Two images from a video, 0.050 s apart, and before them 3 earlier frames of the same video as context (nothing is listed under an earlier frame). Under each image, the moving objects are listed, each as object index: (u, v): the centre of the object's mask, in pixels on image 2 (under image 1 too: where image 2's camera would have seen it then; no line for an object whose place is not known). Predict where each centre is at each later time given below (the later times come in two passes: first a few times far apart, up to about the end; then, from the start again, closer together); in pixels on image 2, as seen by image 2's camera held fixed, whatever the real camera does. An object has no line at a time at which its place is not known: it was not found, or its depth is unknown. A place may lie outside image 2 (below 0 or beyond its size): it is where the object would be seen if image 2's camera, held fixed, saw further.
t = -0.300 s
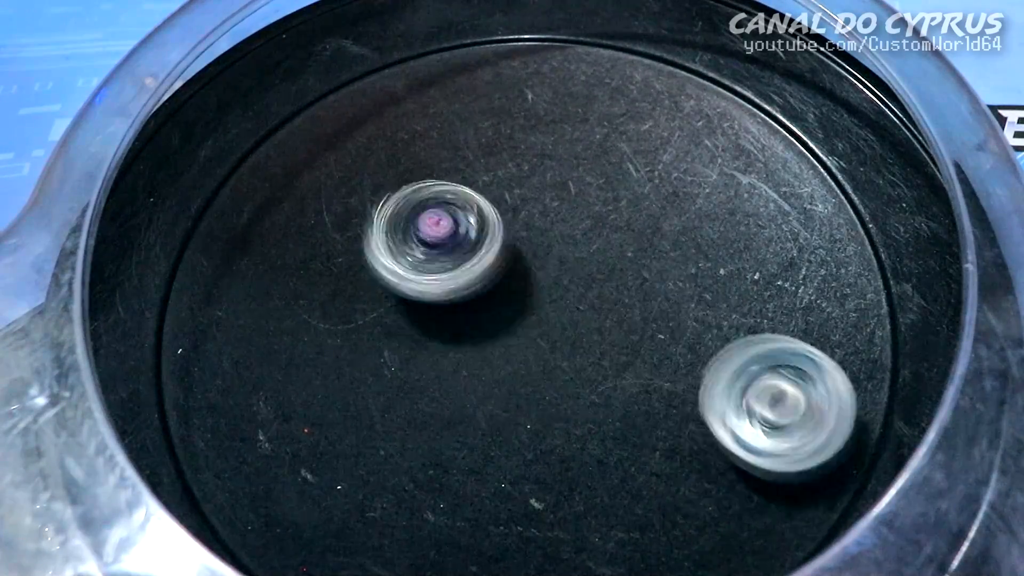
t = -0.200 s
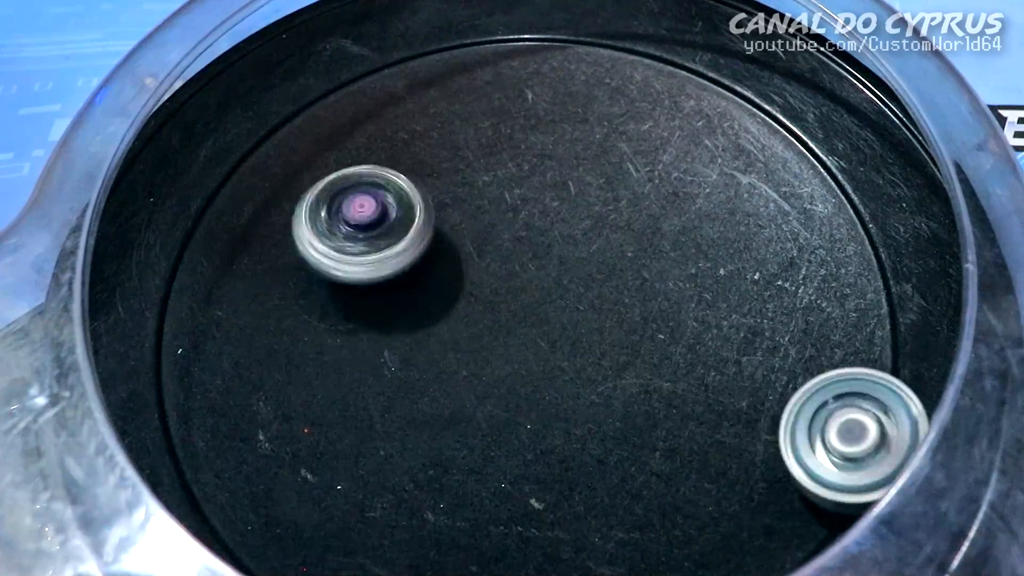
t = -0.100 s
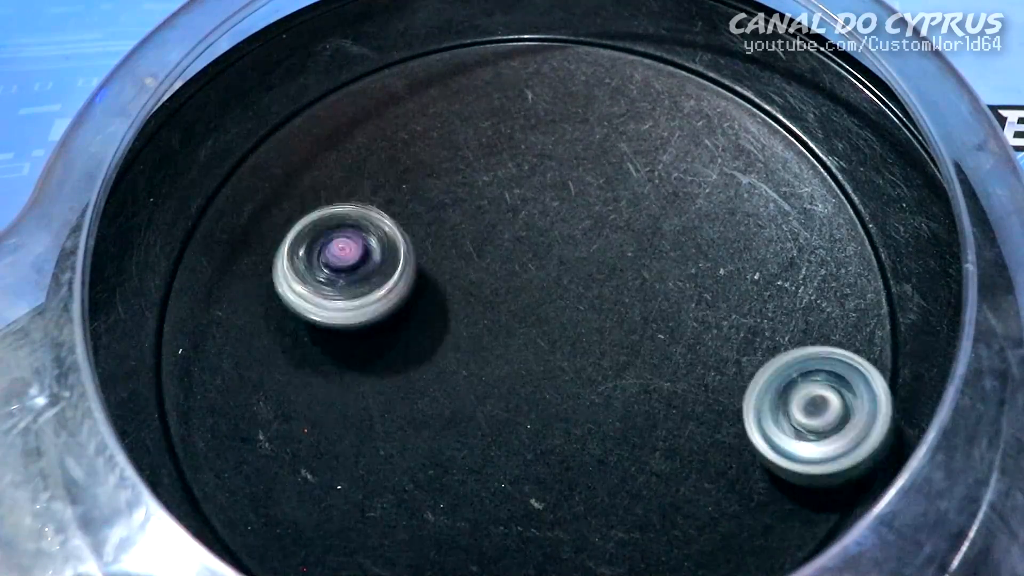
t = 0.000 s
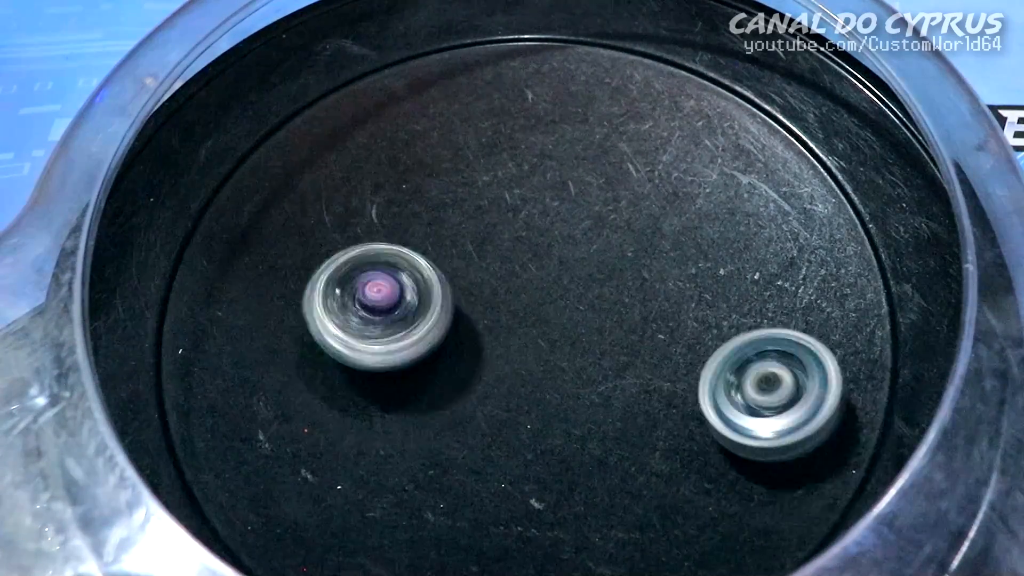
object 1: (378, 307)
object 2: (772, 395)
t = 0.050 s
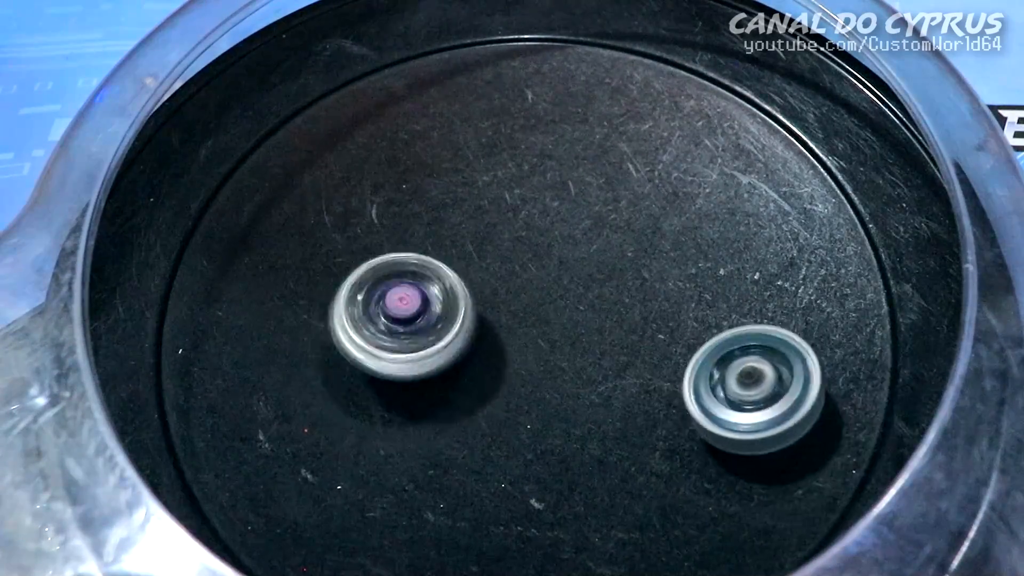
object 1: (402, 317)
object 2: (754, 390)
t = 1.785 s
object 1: (570, 311)
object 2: (397, 269)
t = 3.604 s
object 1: (433, 314)
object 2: (732, 340)
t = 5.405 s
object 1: (500, 196)
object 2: (511, 483)
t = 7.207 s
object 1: (544, 229)
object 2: (544, 452)
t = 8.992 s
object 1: (443, 337)
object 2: (571, 285)
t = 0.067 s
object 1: (410, 318)
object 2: (748, 389)
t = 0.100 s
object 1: (427, 323)
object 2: (739, 388)
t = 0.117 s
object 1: (435, 325)
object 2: (734, 388)
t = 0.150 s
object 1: (450, 326)
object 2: (723, 388)
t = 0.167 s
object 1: (456, 328)
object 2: (718, 387)
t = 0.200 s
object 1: (469, 330)
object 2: (706, 387)
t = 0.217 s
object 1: (474, 330)
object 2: (701, 387)
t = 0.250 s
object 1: (483, 333)
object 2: (689, 386)
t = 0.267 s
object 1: (488, 334)
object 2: (684, 386)
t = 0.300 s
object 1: (494, 335)
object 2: (673, 386)
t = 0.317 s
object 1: (495, 336)
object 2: (668, 387)
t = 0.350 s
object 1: (499, 335)
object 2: (659, 388)
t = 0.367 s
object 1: (498, 333)
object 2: (653, 388)
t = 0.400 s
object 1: (495, 328)
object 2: (642, 388)
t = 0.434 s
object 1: (491, 322)
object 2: (632, 390)
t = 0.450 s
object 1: (489, 319)
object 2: (625, 392)
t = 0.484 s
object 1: (484, 313)
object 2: (611, 395)
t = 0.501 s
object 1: (483, 311)
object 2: (604, 397)
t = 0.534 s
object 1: (480, 306)
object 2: (589, 400)
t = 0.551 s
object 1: (480, 303)
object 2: (582, 401)
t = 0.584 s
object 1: (482, 295)
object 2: (569, 402)
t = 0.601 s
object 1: (482, 291)
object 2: (563, 402)
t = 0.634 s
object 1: (485, 283)
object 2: (550, 402)
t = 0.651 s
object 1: (485, 280)
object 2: (544, 403)
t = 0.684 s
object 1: (486, 273)
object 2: (530, 404)
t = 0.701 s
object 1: (487, 271)
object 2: (523, 404)
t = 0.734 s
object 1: (490, 267)
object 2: (510, 405)
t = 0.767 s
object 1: (497, 265)
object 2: (498, 404)
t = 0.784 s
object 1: (501, 264)
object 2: (493, 403)
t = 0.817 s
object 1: (510, 262)
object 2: (482, 402)
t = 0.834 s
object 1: (515, 261)
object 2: (477, 401)
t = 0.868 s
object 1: (524, 259)
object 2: (467, 399)
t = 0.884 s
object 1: (527, 259)
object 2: (463, 398)
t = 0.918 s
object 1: (535, 260)
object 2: (454, 395)
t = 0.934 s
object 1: (538, 262)
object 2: (449, 394)
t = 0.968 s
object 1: (544, 268)
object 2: (443, 390)
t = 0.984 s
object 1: (547, 270)
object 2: (440, 387)
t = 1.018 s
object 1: (552, 276)
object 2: (433, 381)
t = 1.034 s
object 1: (554, 279)
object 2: (431, 379)
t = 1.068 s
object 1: (556, 284)
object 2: (426, 374)
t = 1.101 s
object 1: (555, 288)
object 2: (420, 369)
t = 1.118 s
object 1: (554, 290)
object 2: (417, 367)
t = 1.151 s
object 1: (550, 294)
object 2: (412, 363)
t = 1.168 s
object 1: (547, 296)
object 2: (409, 361)
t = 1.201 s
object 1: (542, 300)
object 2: (403, 356)
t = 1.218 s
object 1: (540, 301)
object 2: (400, 354)
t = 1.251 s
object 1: (538, 303)
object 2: (396, 350)
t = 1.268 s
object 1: (536, 303)
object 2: (394, 347)
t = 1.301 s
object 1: (534, 301)
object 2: (391, 342)
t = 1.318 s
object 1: (533, 300)
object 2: (390, 340)
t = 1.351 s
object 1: (530, 297)
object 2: (388, 336)
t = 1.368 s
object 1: (529, 295)
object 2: (387, 334)
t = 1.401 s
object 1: (528, 293)
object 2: (384, 329)
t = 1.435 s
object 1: (529, 292)
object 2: (383, 325)
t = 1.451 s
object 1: (531, 292)
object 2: (382, 322)
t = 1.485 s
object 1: (535, 291)
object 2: (382, 317)
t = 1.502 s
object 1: (538, 291)
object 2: (382, 315)
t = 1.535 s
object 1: (544, 290)
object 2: (384, 310)
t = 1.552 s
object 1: (546, 290)
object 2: (385, 308)
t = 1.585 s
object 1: (550, 290)
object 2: (385, 303)
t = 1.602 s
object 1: (551, 290)
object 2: (385, 300)
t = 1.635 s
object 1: (554, 293)
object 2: (386, 294)
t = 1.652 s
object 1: (556, 295)
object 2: (387, 290)
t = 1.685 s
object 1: (560, 299)
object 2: (388, 284)
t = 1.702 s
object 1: (562, 301)
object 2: (390, 281)
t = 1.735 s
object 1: (566, 306)
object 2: (394, 276)
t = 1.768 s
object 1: (569, 310)
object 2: (396, 271)
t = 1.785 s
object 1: (570, 311)
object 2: (397, 269)
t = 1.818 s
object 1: (570, 315)
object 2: (401, 263)
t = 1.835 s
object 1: (570, 318)
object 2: (403, 260)
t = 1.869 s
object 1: (569, 323)
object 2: (406, 255)
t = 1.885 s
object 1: (569, 325)
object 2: (408, 253)
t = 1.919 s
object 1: (568, 330)
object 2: (413, 248)
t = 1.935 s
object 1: (568, 333)
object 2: (416, 246)
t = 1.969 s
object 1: (567, 336)
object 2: (419, 242)
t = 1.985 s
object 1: (567, 337)
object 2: (422, 240)
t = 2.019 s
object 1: (564, 339)
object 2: (427, 234)
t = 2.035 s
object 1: (563, 340)
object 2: (429, 232)
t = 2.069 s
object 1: (559, 343)
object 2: (434, 229)
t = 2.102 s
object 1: (555, 346)
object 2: (440, 225)
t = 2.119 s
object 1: (552, 347)
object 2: (442, 224)
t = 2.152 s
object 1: (549, 349)
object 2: (448, 222)
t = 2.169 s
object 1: (548, 350)
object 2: (451, 221)
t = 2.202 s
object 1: (545, 350)
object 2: (457, 218)
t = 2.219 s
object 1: (544, 350)
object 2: (461, 216)
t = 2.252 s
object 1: (540, 350)
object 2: (469, 215)
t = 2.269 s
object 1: (538, 350)
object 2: (473, 213)
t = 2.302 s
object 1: (534, 350)
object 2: (481, 212)
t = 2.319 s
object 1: (533, 351)
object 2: (485, 211)
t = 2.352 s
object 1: (530, 351)
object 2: (494, 211)
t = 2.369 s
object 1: (529, 351)
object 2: (498, 210)
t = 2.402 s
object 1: (527, 351)
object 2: (506, 209)
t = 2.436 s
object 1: (525, 350)
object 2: (515, 209)
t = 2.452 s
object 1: (523, 349)
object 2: (519, 209)
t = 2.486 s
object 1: (519, 348)
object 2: (528, 210)
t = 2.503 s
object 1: (517, 347)
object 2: (533, 211)
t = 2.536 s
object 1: (513, 347)
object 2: (542, 213)
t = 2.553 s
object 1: (511, 347)
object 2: (546, 214)
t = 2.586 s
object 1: (508, 346)
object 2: (554, 217)
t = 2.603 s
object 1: (507, 345)
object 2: (558, 218)
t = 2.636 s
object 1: (505, 341)
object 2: (566, 220)
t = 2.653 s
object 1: (504, 340)
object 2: (569, 222)
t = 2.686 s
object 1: (503, 336)
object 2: (577, 226)
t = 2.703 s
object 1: (501, 334)
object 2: (580, 227)
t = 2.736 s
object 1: (500, 332)
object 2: (586, 231)
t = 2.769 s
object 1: (501, 331)
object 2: (592, 235)
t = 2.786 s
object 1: (502, 330)
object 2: (595, 236)
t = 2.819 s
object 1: (503, 327)
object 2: (602, 240)
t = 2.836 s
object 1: (505, 327)
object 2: (604, 242)
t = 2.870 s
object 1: (505, 325)
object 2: (611, 246)
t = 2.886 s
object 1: (499, 326)
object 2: (619, 244)
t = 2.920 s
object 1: (488, 330)
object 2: (633, 244)
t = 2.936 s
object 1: (484, 332)
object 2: (638, 245)
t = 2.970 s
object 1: (479, 334)
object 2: (645, 247)
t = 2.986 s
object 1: (477, 334)
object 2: (648, 248)
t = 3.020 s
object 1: (476, 333)
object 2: (651, 251)
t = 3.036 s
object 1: (476, 331)
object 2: (653, 253)
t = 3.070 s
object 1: (477, 329)
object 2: (655, 257)
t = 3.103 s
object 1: (480, 326)
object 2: (656, 261)
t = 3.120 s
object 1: (481, 326)
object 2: (657, 263)
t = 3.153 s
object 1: (485, 325)
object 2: (657, 267)
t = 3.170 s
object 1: (487, 324)
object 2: (658, 269)
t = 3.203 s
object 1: (493, 324)
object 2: (658, 274)
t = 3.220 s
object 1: (496, 324)
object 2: (658, 276)
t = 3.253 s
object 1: (501, 323)
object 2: (657, 282)
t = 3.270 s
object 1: (503, 323)
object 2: (657, 285)
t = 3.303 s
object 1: (507, 324)
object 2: (656, 291)
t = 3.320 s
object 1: (508, 324)
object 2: (655, 294)
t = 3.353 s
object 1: (510, 324)
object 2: (652, 300)
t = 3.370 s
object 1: (511, 324)
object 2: (652, 304)
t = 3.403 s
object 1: (486, 324)
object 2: (682, 308)
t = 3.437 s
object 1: (459, 325)
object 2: (712, 316)
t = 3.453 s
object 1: (449, 324)
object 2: (722, 319)
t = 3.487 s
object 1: (435, 322)
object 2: (733, 325)
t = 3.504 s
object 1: (430, 319)
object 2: (736, 327)
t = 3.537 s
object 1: (426, 317)
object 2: (738, 332)
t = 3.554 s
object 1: (426, 316)
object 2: (738, 334)
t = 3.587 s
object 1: (430, 314)
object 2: (734, 338)
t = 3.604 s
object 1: (433, 314)
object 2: (732, 340)
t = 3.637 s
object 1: (442, 314)
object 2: (727, 342)
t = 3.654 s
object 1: (446, 314)
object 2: (725, 343)
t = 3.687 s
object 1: (456, 315)
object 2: (720, 346)
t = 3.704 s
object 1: (460, 316)
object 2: (717, 347)
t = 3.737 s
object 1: (469, 319)
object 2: (710, 350)
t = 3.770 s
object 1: (477, 322)
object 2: (704, 353)
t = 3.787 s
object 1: (482, 324)
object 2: (700, 354)
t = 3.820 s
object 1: (488, 328)
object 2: (692, 356)
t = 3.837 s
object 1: (491, 330)
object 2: (688, 357)
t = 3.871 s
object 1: (495, 333)
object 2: (681, 359)
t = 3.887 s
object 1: (496, 334)
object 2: (676, 361)
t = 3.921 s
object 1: (498, 336)
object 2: (668, 364)
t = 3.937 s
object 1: (498, 338)
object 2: (663, 365)
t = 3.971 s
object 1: (499, 338)
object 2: (654, 369)
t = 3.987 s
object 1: (499, 339)
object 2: (649, 371)
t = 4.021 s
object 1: (499, 337)
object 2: (639, 374)
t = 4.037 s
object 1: (497, 336)
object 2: (635, 376)
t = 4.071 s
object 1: (488, 331)
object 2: (636, 384)
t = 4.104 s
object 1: (481, 326)
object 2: (630, 389)
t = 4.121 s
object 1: (479, 324)
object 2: (627, 391)
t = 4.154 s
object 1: (477, 319)
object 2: (618, 394)
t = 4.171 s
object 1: (477, 317)
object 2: (614, 395)
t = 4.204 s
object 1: (477, 312)
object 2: (604, 396)
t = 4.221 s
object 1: (477, 310)
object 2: (599, 397)
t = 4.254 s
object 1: (479, 308)
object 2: (589, 397)
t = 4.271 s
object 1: (480, 306)
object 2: (585, 398)
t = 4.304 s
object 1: (480, 301)
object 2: (581, 408)
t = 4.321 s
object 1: (473, 288)
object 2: (588, 425)
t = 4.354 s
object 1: (462, 264)
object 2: (596, 450)
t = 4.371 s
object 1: (459, 255)
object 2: (598, 460)
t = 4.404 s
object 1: (454, 243)
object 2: (596, 472)
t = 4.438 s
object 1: (453, 234)
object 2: (591, 478)
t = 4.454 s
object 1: (455, 232)
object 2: (587, 479)
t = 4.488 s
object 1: (458, 232)
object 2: (581, 478)
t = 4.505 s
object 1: (462, 233)
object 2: (579, 477)
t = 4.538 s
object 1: (466, 238)
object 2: (573, 474)
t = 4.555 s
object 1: (469, 241)
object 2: (570, 472)
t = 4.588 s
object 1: (472, 249)
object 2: (564, 469)
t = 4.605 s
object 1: (475, 253)
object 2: (560, 466)
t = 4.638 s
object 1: (478, 262)
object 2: (554, 461)
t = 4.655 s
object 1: (480, 265)
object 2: (551, 457)
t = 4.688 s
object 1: (482, 275)
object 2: (543, 451)
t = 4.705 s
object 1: (483, 278)
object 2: (540, 447)
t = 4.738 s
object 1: (484, 286)
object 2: (533, 439)
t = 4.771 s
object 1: (483, 291)
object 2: (528, 433)
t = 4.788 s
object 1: (482, 293)
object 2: (525, 430)
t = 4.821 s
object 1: (481, 296)
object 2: (518, 424)
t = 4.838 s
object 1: (480, 297)
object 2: (515, 422)
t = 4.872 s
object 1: (479, 295)
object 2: (505, 422)
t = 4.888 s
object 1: (480, 272)
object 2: (501, 450)
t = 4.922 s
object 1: (485, 212)
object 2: (490, 514)
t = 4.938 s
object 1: (491, 187)
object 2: (485, 531)
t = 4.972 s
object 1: (499, 138)
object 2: (476, 550)
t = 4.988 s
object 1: (503, 117)
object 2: (472, 556)
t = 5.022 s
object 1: (512, 82)
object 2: (473, 562)
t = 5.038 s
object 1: (515, 67)
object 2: (473, 562)
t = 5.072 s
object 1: (522, 49)
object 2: (475, 561)
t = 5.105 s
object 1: (527, 43)
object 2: (482, 558)
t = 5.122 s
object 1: (528, 43)
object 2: (485, 557)
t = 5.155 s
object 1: (527, 47)
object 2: (491, 553)
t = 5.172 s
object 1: (526, 51)
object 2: (494, 550)
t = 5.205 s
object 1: (519, 64)
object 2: (500, 546)
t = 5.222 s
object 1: (516, 73)
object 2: (502, 542)
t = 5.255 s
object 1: (511, 93)
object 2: (506, 537)
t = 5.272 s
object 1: (508, 104)
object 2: (508, 533)
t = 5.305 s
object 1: (505, 127)
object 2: (510, 525)
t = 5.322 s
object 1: (503, 140)
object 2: (511, 520)
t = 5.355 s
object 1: (501, 163)
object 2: (511, 509)
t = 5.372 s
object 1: (500, 175)
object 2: (512, 501)
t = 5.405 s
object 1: (500, 196)
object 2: (511, 483)
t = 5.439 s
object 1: (500, 215)
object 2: (511, 466)
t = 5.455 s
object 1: (499, 225)
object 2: (509, 458)
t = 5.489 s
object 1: (500, 240)
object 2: (508, 443)
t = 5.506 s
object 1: (501, 248)
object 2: (505, 435)
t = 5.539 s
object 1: (502, 261)
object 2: (502, 421)
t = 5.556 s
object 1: (503, 268)
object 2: (500, 413)
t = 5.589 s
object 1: (505, 277)
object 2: (495, 401)
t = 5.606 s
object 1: (509, 273)
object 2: (487, 410)
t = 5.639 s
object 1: (521, 247)
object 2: (470, 439)
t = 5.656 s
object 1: (528, 236)
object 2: (463, 449)
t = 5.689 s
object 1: (541, 219)
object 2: (452, 461)
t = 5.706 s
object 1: (545, 211)
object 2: (450, 463)
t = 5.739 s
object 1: (554, 203)
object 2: (448, 459)
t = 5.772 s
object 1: (560, 200)
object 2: (451, 451)
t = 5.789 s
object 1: (563, 201)
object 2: (452, 445)
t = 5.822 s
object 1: (567, 203)
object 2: (458, 435)
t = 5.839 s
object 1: (569, 205)
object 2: (460, 429)
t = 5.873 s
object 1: (572, 212)
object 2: (467, 419)
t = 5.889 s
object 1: (572, 215)
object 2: (469, 413)
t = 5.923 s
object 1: (573, 223)
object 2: (474, 402)
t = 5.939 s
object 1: (572, 228)
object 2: (477, 396)
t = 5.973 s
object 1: (569, 237)
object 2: (483, 386)
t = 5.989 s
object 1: (567, 241)
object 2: (486, 380)
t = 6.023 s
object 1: (563, 249)
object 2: (489, 370)
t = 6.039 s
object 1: (561, 253)
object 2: (491, 365)
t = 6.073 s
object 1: (573, 239)
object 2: (465, 385)
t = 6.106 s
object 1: (599, 212)
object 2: (426, 418)
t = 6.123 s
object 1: (609, 201)
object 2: (409, 431)
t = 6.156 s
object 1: (629, 182)
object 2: (384, 449)
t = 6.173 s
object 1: (636, 174)
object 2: (376, 454)
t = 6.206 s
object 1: (646, 167)
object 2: (372, 459)
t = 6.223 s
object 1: (649, 167)
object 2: (372, 459)
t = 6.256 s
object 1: (652, 169)
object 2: (378, 458)
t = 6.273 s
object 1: (651, 172)
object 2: (381, 457)
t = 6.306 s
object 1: (647, 180)
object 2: (391, 456)
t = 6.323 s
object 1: (643, 184)
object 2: (396, 454)
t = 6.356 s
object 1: (636, 193)
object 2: (408, 452)
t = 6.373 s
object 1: (633, 197)
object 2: (413, 450)
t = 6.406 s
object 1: (624, 206)
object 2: (426, 446)
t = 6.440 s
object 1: (615, 215)
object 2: (437, 442)
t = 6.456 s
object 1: (610, 219)
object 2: (443, 439)
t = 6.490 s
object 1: (601, 227)
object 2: (453, 433)
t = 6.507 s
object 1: (597, 230)
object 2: (458, 430)
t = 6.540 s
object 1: (588, 237)
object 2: (467, 422)
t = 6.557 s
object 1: (585, 241)
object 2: (473, 419)
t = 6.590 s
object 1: (577, 248)
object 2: (481, 411)
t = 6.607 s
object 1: (572, 251)
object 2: (485, 407)
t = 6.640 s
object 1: (564, 257)
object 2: (492, 398)
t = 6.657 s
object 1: (560, 260)
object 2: (496, 395)
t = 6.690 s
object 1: (552, 265)
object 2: (503, 385)
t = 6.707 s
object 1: (553, 260)
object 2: (496, 396)
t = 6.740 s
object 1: (569, 223)
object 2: (467, 444)
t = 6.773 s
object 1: (581, 194)
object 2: (445, 479)
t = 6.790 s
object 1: (585, 181)
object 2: (437, 492)
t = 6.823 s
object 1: (592, 164)
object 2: (431, 508)
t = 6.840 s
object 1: (595, 160)
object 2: (431, 511)
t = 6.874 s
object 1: (597, 154)
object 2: (439, 512)
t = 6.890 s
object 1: (596, 154)
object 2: (444, 512)
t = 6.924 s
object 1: (593, 159)
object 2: (456, 510)
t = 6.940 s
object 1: (591, 163)
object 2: (462, 509)
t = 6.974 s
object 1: (586, 172)
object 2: (475, 504)
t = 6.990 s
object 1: (582, 176)
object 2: (481, 501)
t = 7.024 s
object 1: (576, 184)
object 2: (494, 495)
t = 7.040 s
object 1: (574, 188)
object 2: (499, 492)
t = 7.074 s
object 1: (567, 196)
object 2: (510, 486)
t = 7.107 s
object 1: (561, 205)
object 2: (520, 479)
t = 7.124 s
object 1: (558, 209)
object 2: (524, 474)
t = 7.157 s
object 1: (552, 218)
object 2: (533, 466)
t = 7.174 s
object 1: (550, 221)
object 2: (536, 461)
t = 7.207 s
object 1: (544, 229)
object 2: (544, 452)
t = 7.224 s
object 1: (542, 234)
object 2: (547, 447)
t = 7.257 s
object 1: (536, 241)
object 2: (554, 438)
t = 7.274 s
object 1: (533, 245)
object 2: (556, 433)
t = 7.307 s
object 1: (528, 252)
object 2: (561, 423)
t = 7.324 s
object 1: (525, 256)
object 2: (563, 418)
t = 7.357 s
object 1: (521, 261)
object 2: (568, 408)
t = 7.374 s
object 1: (518, 264)
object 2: (568, 404)
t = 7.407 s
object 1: (515, 269)
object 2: (571, 394)
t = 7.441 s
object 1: (513, 274)
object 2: (574, 384)
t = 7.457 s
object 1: (512, 273)
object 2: (576, 384)
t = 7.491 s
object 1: (506, 262)
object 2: (585, 391)
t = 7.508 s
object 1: (504, 258)
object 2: (587, 392)
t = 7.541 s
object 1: (503, 254)
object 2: (592, 390)
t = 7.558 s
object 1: (504, 254)
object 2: (592, 389)
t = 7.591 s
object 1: (507, 253)
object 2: (595, 385)
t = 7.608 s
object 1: (509, 254)
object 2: (595, 382)
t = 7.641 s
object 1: (512, 258)
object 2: (596, 376)
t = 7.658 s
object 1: (514, 261)
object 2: (596, 374)
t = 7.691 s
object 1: (517, 266)
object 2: (597, 368)
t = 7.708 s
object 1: (516, 267)
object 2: (604, 376)
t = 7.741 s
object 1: (486, 208)
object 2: (652, 458)
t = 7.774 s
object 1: (460, 154)
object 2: (695, 519)
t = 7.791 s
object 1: (449, 129)
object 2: (714, 535)
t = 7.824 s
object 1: (431, 87)
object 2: (729, 544)
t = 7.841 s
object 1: (422, 70)
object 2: (731, 545)
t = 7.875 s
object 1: (411, 46)
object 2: (730, 549)
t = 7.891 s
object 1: (405, 38)
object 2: (733, 548)
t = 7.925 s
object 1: (402, 35)
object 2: (733, 547)
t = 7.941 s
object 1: (401, 39)
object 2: (735, 543)
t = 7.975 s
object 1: (401, 48)
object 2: (732, 536)
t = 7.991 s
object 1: (402, 57)
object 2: (726, 529)
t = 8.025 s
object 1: (406, 80)
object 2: (715, 510)
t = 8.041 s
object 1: (407, 93)
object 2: (707, 496)
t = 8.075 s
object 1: (412, 122)
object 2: (695, 460)
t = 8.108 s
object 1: (419, 152)
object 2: (681, 426)
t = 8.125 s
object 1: (424, 168)
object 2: (674, 411)
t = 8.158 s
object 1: (435, 201)
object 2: (659, 381)
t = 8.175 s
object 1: (442, 217)
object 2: (653, 367)
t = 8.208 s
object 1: (454, 247)
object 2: (639, 346)
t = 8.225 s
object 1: (459, 264)
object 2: (632, 337)
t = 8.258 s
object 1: (472, 294)
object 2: (621, 325)
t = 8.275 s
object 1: (479, 308)
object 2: (617, 324)
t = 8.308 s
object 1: (474, 325)
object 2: (625, 324)
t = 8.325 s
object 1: (473, 332)
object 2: (627, 324)
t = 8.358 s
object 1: (469, 345)
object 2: (625, 324)
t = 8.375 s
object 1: (467, 349)
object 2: (624, 323)
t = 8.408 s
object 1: (465, 355)
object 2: (620, 323)
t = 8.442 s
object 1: (466, 356)
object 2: (613, 324)
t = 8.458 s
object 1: (466, 356)
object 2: (608, 324)
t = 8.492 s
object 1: (466, 356)
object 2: (603, 323)
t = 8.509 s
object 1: (451, 355)
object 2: (614, 320)
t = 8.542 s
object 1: (421, 354)
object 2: (635, 315)
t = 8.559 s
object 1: (408, 354)
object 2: (642, 312)
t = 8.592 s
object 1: (387, 351)
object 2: (647, 310)
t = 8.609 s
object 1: (378, 349)
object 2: (646, 307)
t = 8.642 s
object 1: (367, 348)
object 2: (642, 304)
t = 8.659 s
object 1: (364, 347)
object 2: (639, 303)
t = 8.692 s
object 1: (363, 346)
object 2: (633, 300)
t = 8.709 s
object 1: (366, 344)
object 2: (631, 299)
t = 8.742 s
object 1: (372, 342)
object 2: (624, 298)
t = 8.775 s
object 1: (380, 341)
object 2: (616, 296)
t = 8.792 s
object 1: (385, 340)
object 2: (612, 294)
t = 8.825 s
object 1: (395, 339)
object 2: (606, 292)
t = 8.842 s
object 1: (401, 339)
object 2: (602, 291)
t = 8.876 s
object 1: (410, 337)
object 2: (594, 289)
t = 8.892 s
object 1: (416, 338)
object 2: (591, 289)
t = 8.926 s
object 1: (427, 337)
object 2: (584, 287)
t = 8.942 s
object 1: (430, 337)
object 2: (581, 286)
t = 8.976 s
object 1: (439, 337)
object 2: (575, 285)
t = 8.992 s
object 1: (443, 337)
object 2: (571, 285)
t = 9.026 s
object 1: (442, 339)
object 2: (572, 280)
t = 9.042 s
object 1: (440, 341)
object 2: (576, 277)
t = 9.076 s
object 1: (438, 342)
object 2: (576, 274)
